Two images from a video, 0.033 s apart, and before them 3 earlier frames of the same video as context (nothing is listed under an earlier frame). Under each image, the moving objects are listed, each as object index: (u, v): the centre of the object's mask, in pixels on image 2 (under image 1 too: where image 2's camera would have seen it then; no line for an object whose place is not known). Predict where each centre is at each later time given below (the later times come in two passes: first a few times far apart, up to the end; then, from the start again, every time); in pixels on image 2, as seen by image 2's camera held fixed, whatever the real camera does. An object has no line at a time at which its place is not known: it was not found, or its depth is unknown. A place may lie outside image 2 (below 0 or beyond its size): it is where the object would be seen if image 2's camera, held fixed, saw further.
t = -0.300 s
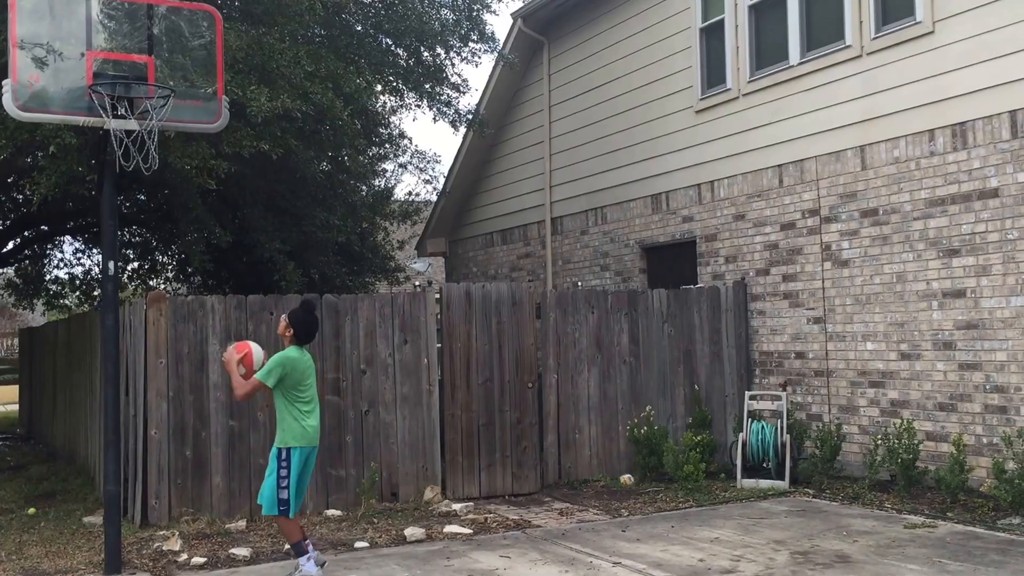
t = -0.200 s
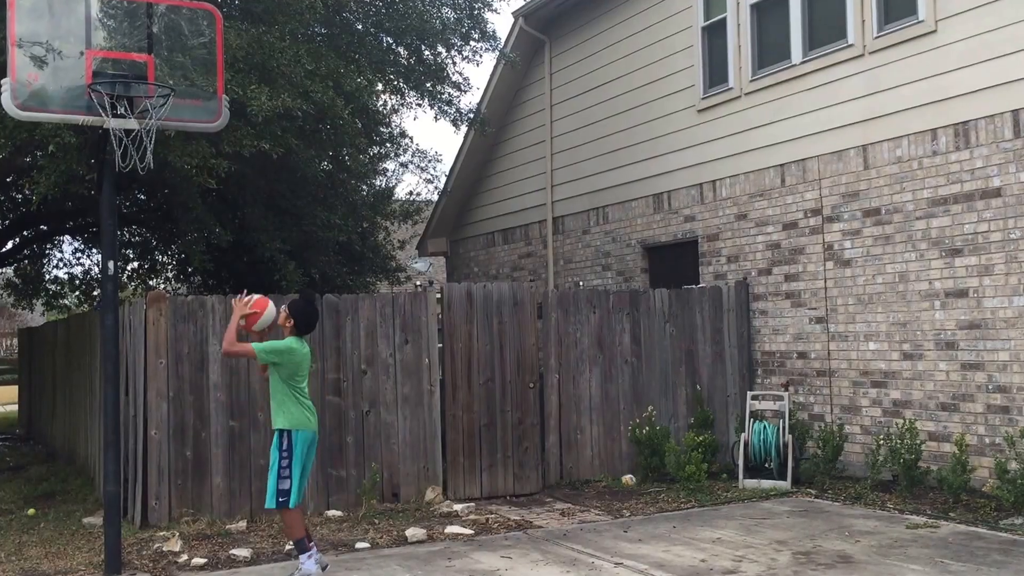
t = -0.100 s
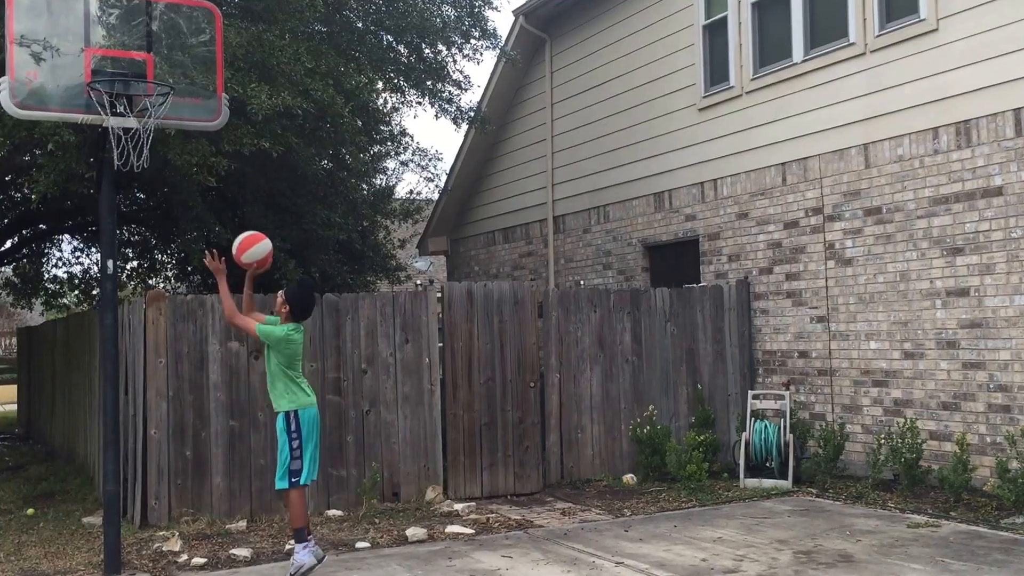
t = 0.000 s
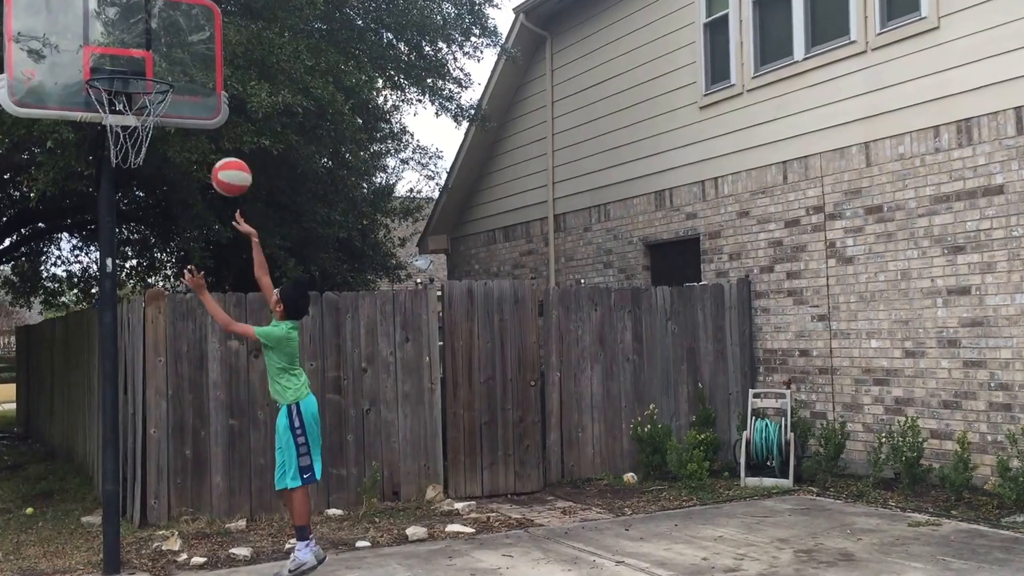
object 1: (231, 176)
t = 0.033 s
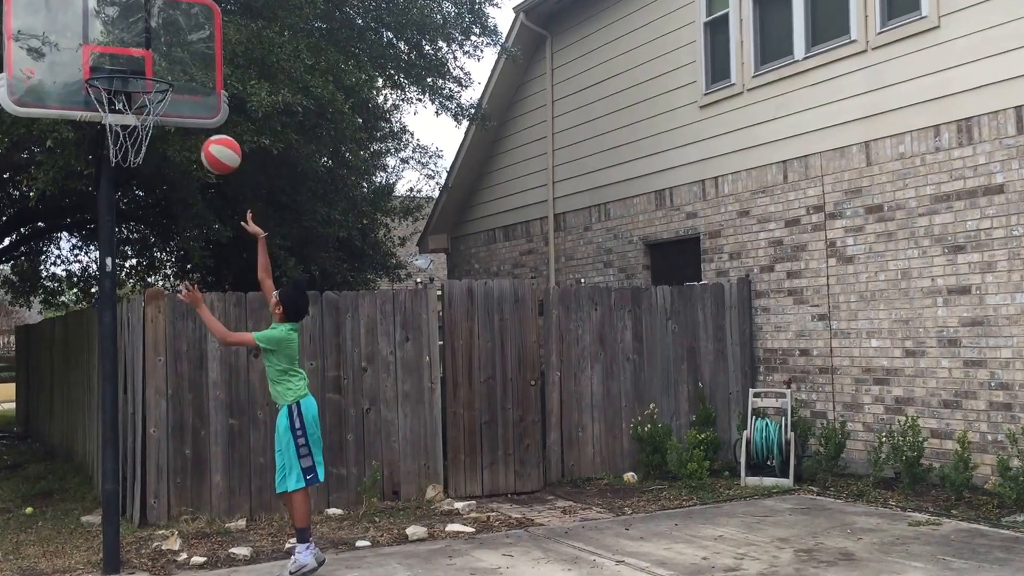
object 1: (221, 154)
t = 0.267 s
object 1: (159, 53)
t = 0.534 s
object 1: (136, 59)
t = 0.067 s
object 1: (211, 134)
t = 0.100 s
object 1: (202, 115)
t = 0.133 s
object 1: (191, 99)
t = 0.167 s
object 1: (183, 83)
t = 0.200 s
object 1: (172, 69)
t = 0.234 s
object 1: (162, 60)
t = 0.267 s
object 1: (159, 53)
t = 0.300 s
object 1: (157, 48)
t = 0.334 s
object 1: (154, 44)
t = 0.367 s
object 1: (150, 42)
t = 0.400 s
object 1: (147, 42)
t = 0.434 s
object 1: (144, 44)
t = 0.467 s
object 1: (142, 47)
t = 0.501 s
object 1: (139, 52)
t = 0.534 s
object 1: (136, 59)
